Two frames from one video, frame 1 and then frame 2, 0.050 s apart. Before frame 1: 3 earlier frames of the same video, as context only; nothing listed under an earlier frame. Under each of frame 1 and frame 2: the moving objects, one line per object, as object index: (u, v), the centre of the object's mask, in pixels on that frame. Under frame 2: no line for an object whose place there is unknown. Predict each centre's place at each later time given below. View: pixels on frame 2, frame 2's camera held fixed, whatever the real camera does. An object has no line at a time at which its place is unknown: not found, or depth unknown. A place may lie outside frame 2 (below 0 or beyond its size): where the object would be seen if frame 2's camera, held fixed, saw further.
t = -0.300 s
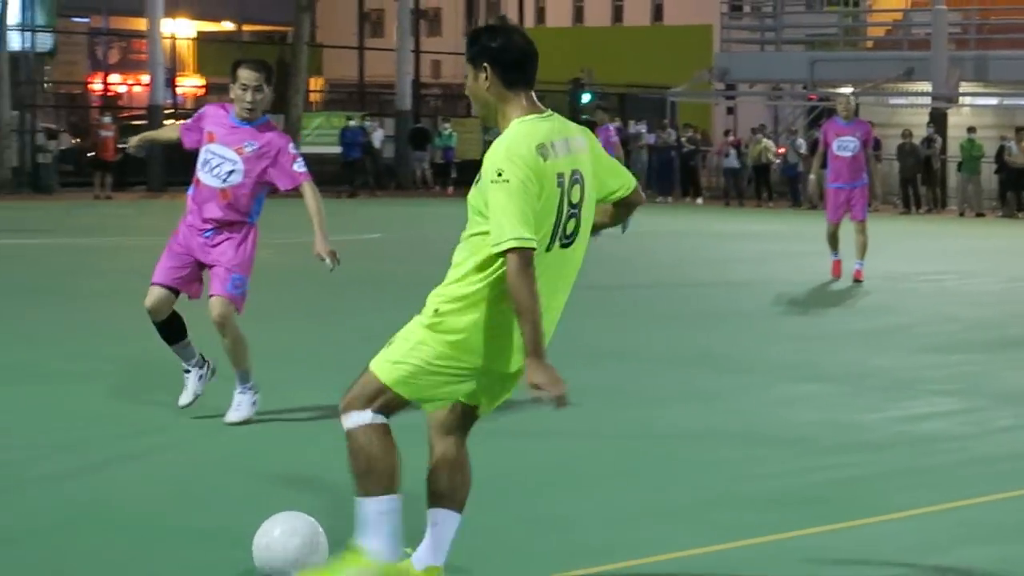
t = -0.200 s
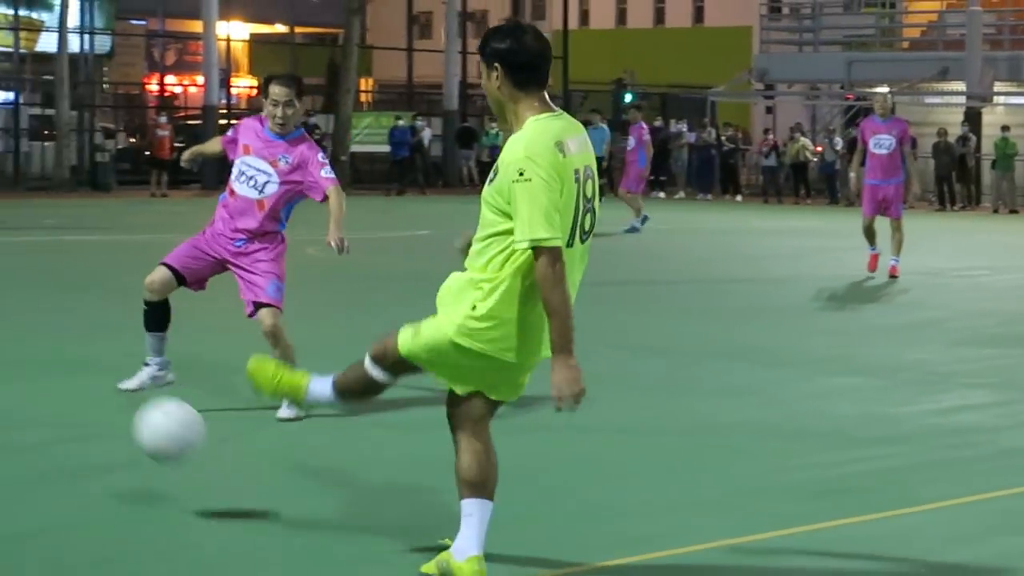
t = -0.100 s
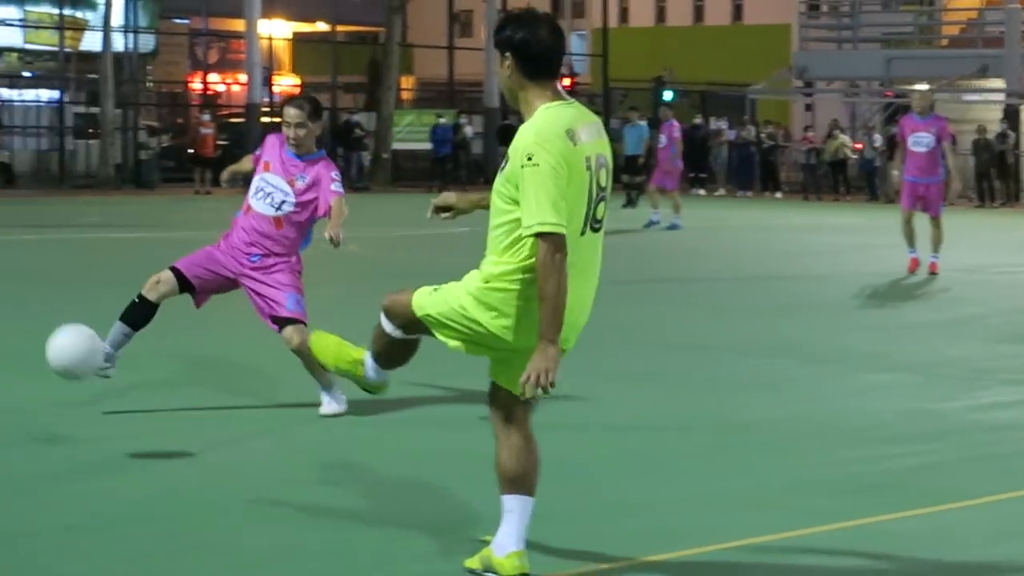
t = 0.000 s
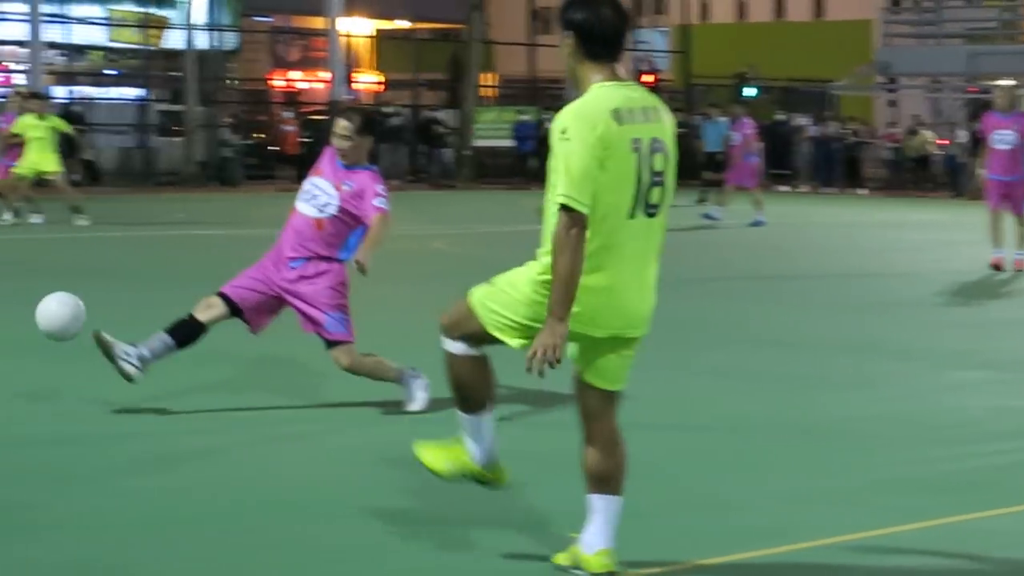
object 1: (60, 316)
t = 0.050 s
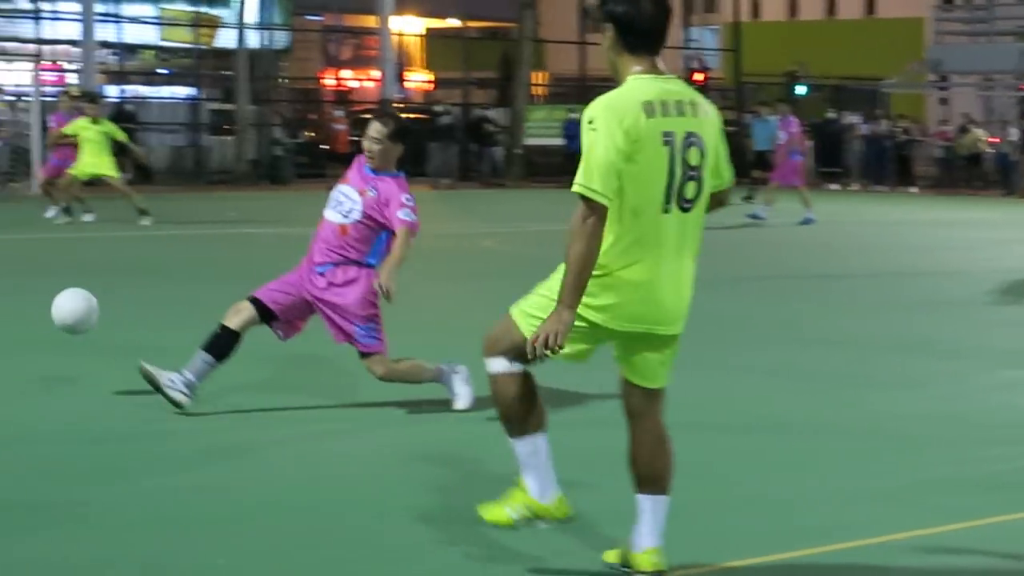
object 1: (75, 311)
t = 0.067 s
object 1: (69, 311)
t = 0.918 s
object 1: (-101, 257)
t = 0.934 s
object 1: (-101, 259)
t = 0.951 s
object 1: (-102, 262)
